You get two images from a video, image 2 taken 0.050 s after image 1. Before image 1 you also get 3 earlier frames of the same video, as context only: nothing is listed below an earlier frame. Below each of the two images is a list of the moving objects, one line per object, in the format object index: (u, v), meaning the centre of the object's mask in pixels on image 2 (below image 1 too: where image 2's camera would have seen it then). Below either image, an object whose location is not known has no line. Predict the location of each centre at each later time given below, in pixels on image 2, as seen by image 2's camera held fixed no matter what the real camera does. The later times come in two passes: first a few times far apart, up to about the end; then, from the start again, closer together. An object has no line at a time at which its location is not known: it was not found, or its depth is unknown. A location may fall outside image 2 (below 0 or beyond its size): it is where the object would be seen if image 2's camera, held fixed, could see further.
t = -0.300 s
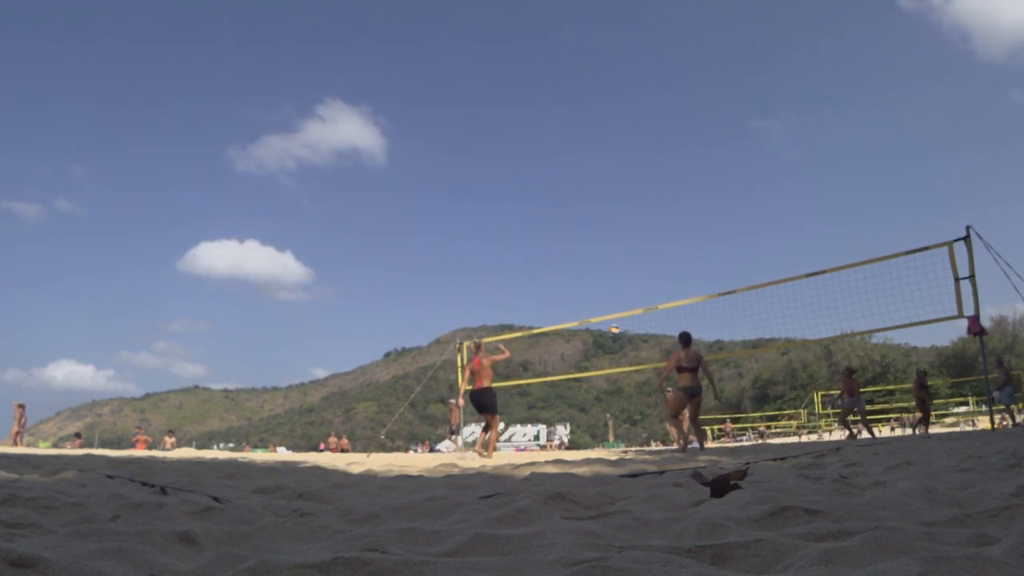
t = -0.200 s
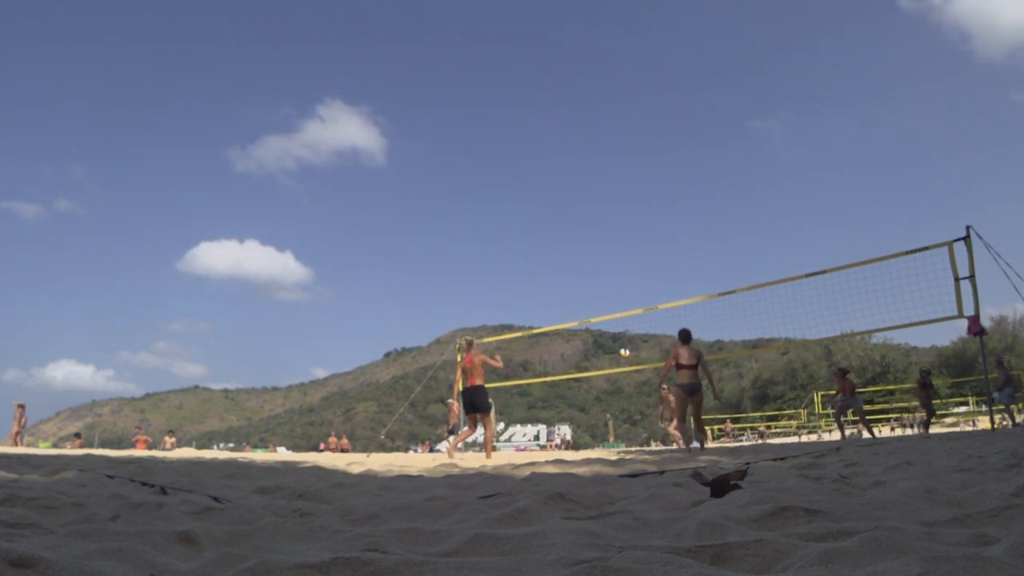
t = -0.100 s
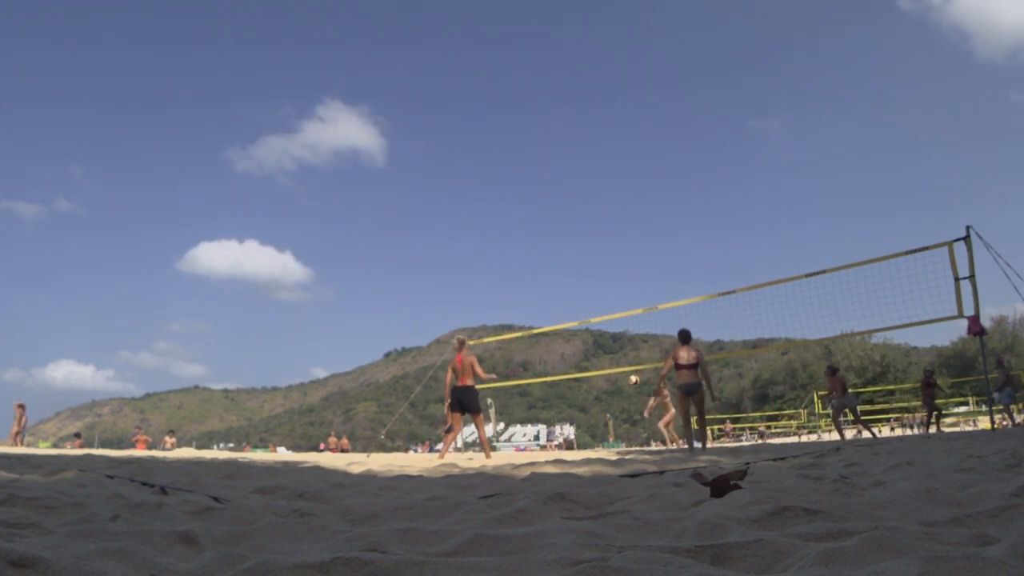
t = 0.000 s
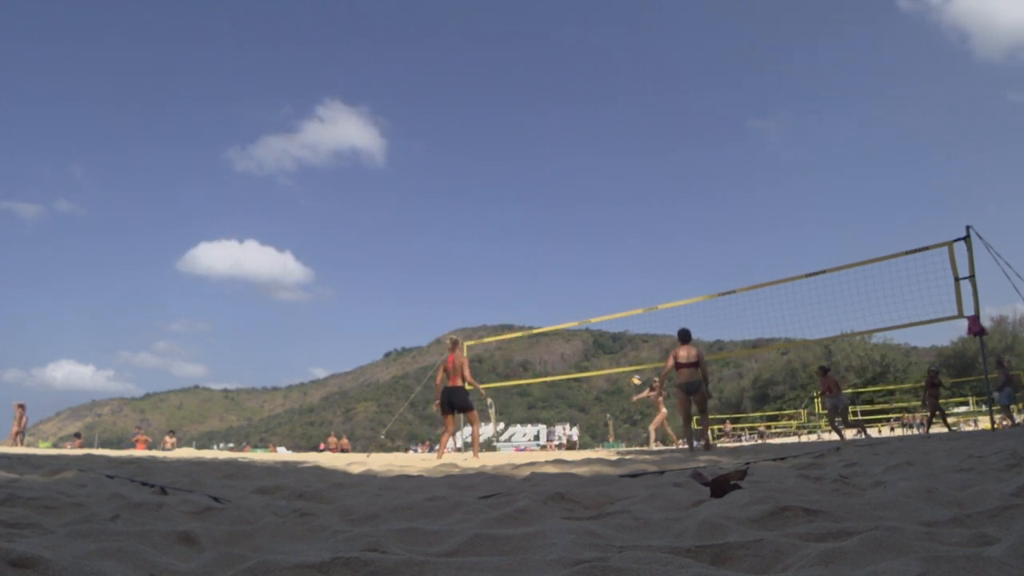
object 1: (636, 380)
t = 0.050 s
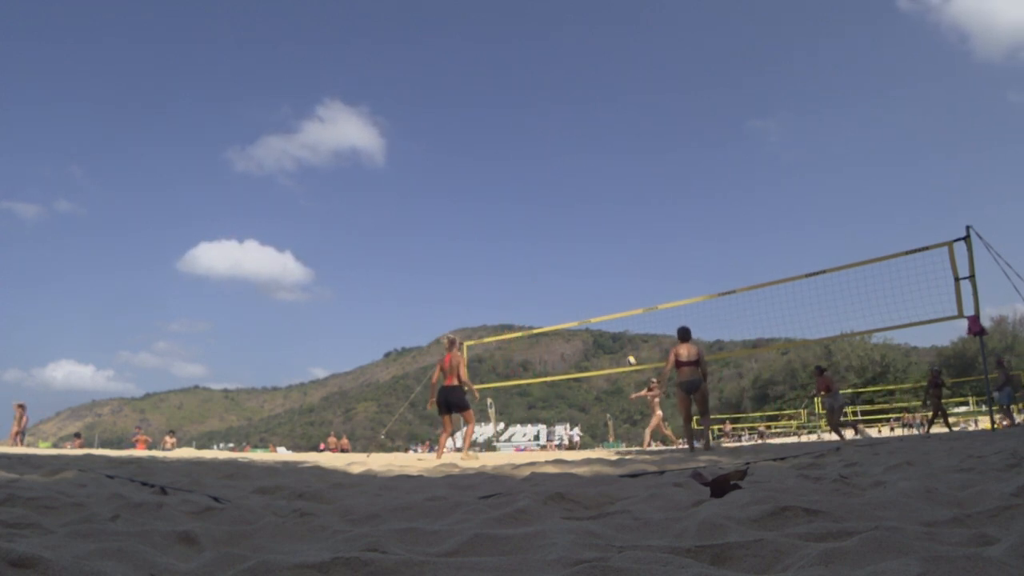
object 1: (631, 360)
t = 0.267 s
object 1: (612, 280)
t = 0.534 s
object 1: (586, 197)
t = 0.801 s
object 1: (558, 137)
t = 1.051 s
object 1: (525, 108)
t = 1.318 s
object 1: (480, 120)
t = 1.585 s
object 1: (402, 224)
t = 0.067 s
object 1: (629, 353)
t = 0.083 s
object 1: (628, 347)
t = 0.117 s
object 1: (625, 334)
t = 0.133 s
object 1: (624, 327)
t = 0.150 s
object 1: (623, 322)
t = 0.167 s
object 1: (621, 316)
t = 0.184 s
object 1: (619, 308)
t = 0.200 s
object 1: (618, 303)
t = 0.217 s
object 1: (616, 297)
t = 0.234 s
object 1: (614, 291)
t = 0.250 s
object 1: (613, 286)
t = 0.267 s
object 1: (612, 280)
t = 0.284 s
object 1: (610, 274)
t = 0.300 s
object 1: (608, 268)
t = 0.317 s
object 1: (607, 262)
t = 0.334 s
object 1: (605, 257)
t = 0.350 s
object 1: (604, 252)
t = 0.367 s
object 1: (602, 246)
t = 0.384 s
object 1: (601, 241)
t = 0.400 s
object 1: (599, 236)
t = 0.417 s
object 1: (597, 231)
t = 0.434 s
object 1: (595, 226)
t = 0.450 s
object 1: (594, 221)
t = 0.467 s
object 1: (593, 216)
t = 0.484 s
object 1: (591, 211)
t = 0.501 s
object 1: (589, 206)
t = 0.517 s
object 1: (588, 202)
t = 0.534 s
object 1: (586, 197)
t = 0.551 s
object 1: (584, 193)
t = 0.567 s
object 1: (582, 188)
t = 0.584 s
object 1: (581, 184)
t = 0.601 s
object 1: (579, 180)
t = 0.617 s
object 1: (577, 176)
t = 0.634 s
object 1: (576, 172)
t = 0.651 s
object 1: (574, 168)
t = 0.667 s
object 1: (572, 164)
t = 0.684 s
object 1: (570, 160)
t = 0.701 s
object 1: (569, 157)
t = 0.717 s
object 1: (567, 153)
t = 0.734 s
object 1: (565, 150)
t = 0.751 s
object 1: (564, 146)
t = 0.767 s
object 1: (562, 143)
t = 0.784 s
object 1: (560, 140)
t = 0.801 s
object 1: (558, 137)
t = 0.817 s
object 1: (556, 135)
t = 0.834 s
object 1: (554, 132)
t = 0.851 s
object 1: (552, 129)
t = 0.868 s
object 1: (550, 127)
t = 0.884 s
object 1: (547, 124)
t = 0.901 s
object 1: (545, 122)
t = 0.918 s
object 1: (543, 120)
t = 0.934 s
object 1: (541, 118)
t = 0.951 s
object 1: (539, 116)
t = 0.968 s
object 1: (537, 114)
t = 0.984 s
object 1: (534, 113)
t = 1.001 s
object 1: (532, 111)
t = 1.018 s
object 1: (529, 110)
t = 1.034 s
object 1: (527, 108)
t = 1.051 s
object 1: (525, 108)
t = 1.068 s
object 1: (523, 107)
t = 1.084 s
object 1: (520, 106)
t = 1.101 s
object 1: (518, 106)
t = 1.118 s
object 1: (515, 105)
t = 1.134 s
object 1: (513, 105)
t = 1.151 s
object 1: (510, 105)
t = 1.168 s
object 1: (507, 106)
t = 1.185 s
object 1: (505, 106)
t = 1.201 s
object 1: (502, 107)
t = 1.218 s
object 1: (499, 108)
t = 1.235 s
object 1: (496, 109)
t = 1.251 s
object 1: (493, 111)
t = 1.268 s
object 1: (490, 113)
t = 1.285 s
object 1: (486, 115)
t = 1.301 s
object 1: (483, 117)
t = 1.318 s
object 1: (480, 120)
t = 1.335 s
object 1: (476, 123)
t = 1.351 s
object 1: (472, 127)
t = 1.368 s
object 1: (468, 130)
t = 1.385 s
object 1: (464, 134)
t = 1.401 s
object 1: (460, 139)
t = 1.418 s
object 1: (456, 144)
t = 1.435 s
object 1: (451, 149)
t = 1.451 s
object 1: (446, 155)
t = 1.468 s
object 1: (441, 161)
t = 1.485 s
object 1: (436, 168)
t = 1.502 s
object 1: (431, 175)
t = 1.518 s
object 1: (426, 184)
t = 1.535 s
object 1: (420, 193)
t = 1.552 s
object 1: (414, 202)
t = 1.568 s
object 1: (408, 213)
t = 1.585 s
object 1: (402, 224)
